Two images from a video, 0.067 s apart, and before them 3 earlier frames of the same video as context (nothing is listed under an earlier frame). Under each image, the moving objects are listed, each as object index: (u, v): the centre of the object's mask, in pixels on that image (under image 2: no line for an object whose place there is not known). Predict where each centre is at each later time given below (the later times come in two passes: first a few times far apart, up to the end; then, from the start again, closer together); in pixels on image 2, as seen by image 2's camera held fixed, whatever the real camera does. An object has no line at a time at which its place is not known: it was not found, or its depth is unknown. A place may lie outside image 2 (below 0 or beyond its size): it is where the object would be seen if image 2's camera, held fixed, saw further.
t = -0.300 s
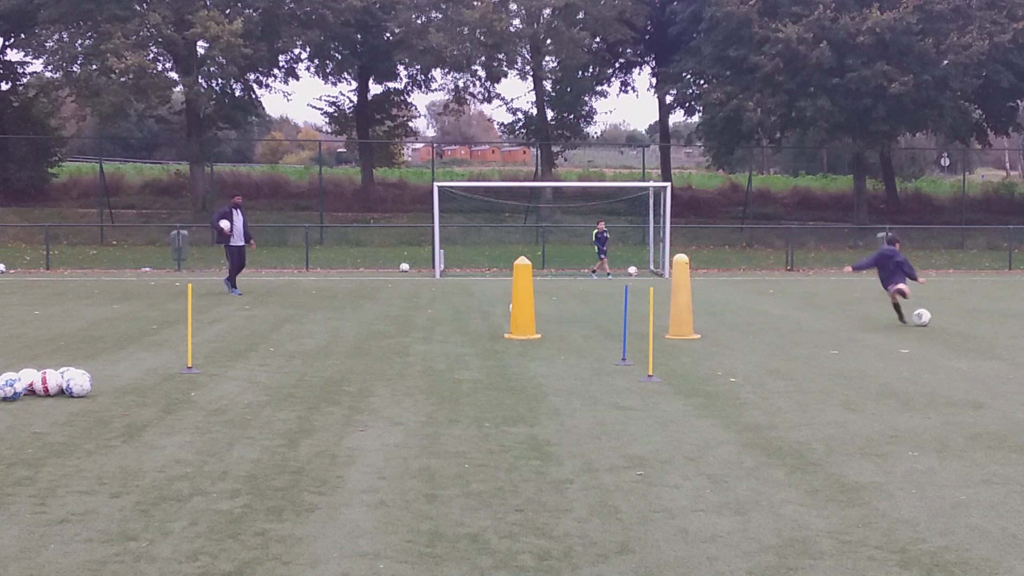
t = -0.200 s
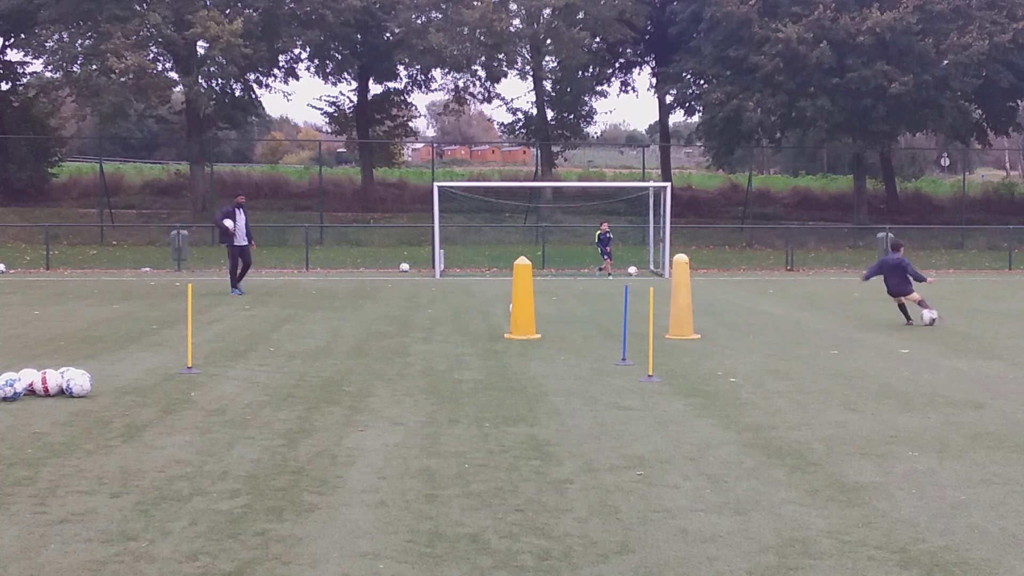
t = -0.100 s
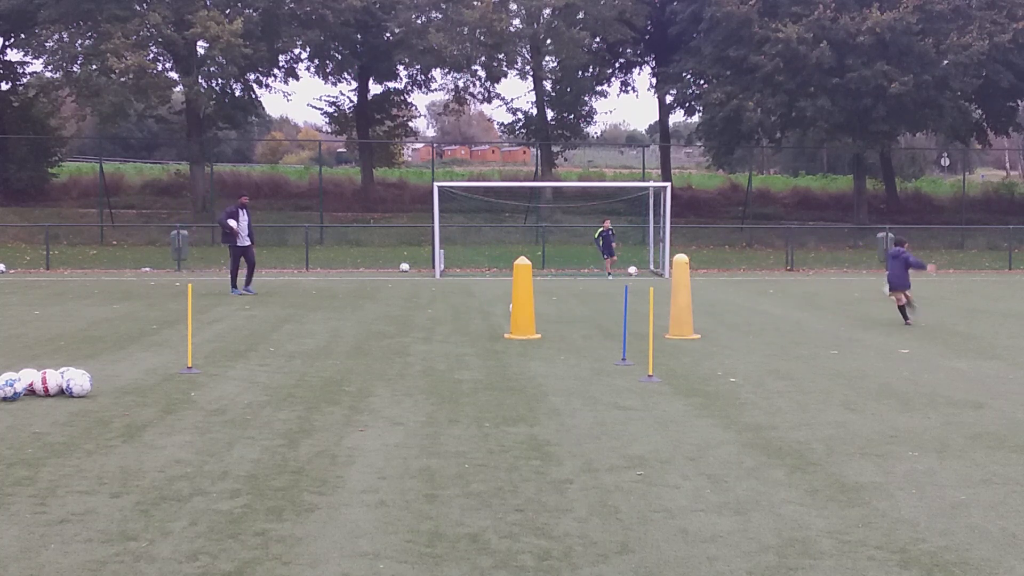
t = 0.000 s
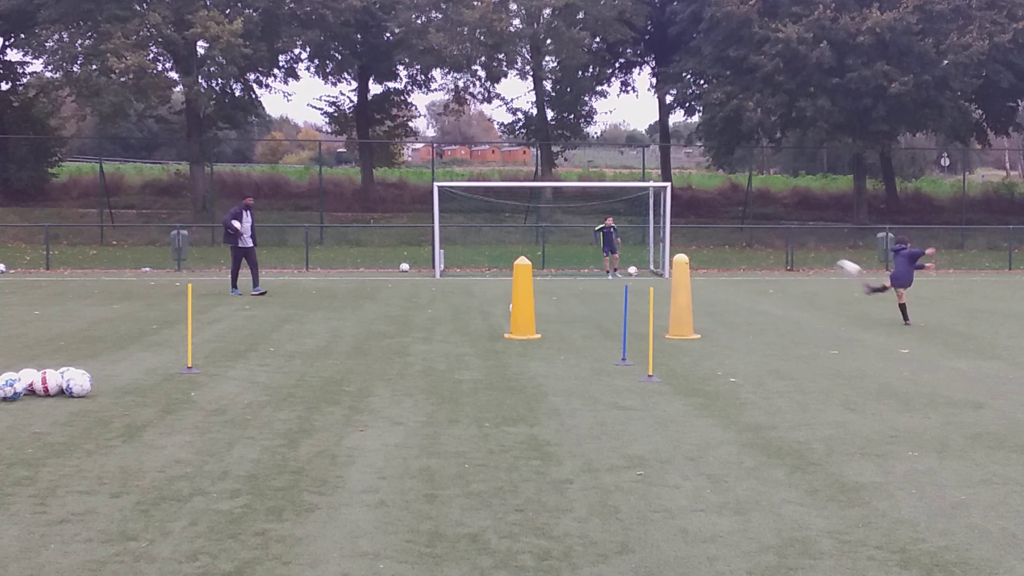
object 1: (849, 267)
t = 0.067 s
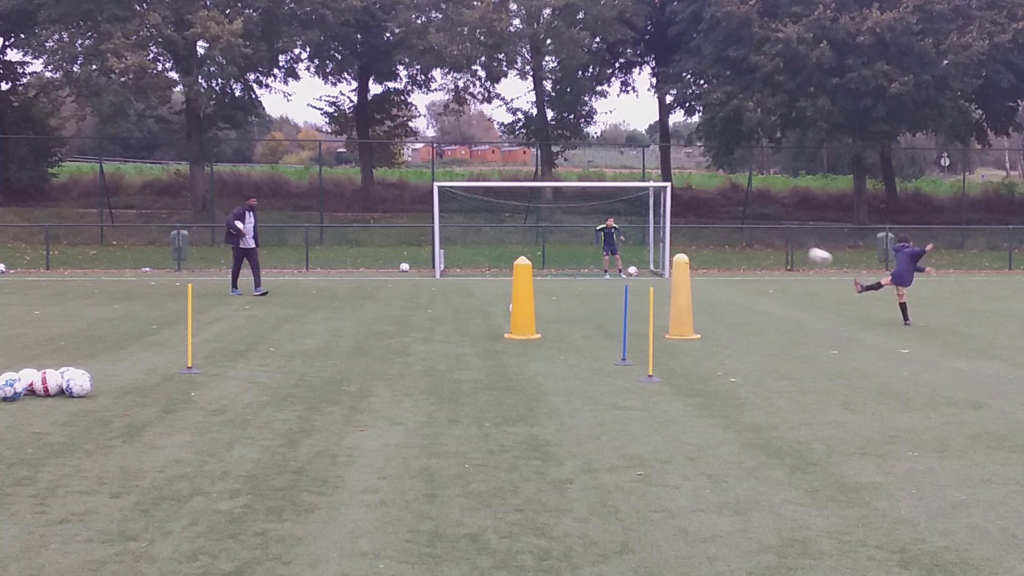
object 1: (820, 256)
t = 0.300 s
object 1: (737, 235)
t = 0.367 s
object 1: (718, 234)
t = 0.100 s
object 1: (806, 251)
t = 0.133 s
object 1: (793, 247)
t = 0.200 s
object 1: (769, 240)
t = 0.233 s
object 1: (757, 238)
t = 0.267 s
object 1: (747, 236)
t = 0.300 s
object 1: (737, 235)
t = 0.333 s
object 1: (728, 234)
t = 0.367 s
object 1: (718, 234)
